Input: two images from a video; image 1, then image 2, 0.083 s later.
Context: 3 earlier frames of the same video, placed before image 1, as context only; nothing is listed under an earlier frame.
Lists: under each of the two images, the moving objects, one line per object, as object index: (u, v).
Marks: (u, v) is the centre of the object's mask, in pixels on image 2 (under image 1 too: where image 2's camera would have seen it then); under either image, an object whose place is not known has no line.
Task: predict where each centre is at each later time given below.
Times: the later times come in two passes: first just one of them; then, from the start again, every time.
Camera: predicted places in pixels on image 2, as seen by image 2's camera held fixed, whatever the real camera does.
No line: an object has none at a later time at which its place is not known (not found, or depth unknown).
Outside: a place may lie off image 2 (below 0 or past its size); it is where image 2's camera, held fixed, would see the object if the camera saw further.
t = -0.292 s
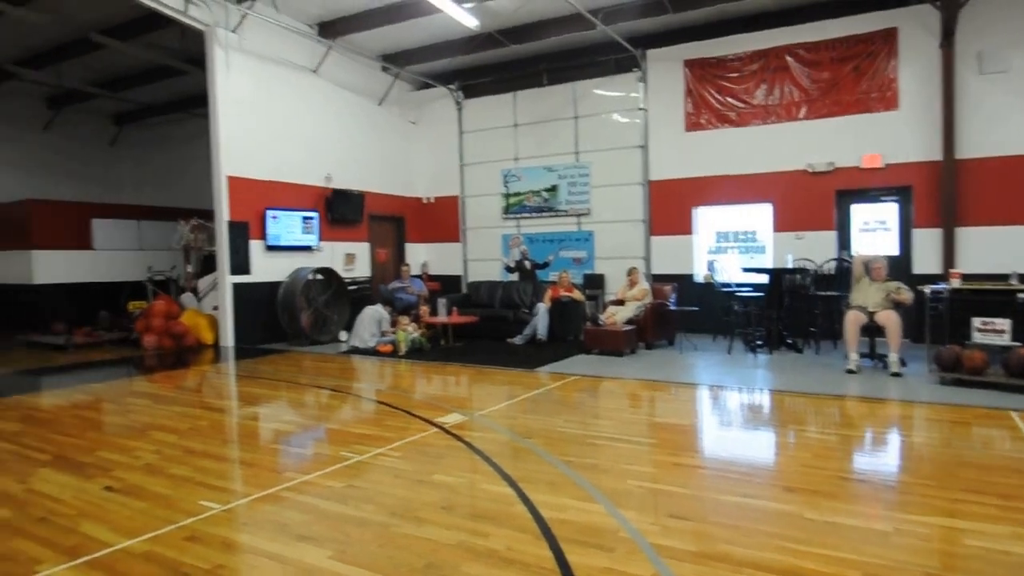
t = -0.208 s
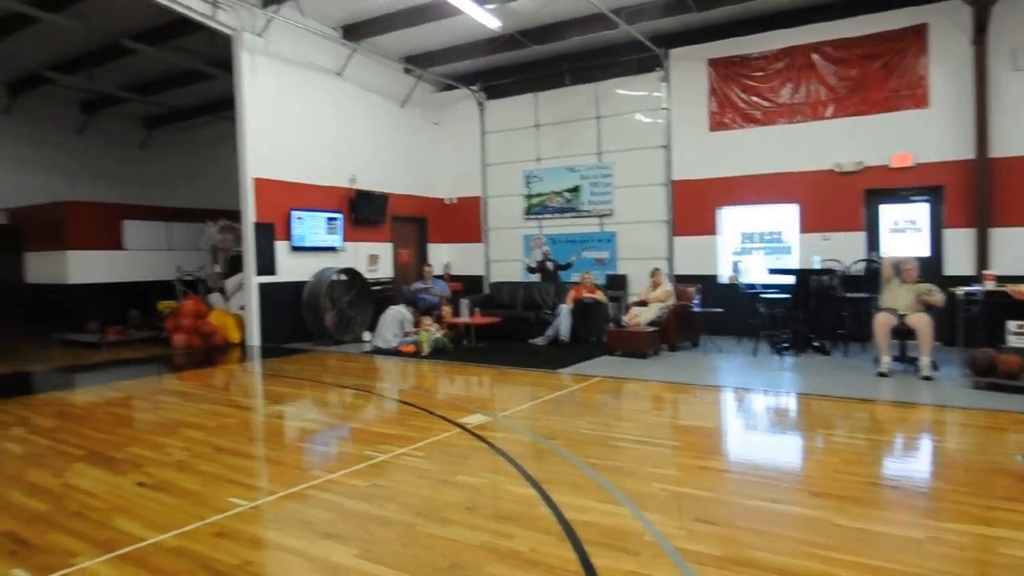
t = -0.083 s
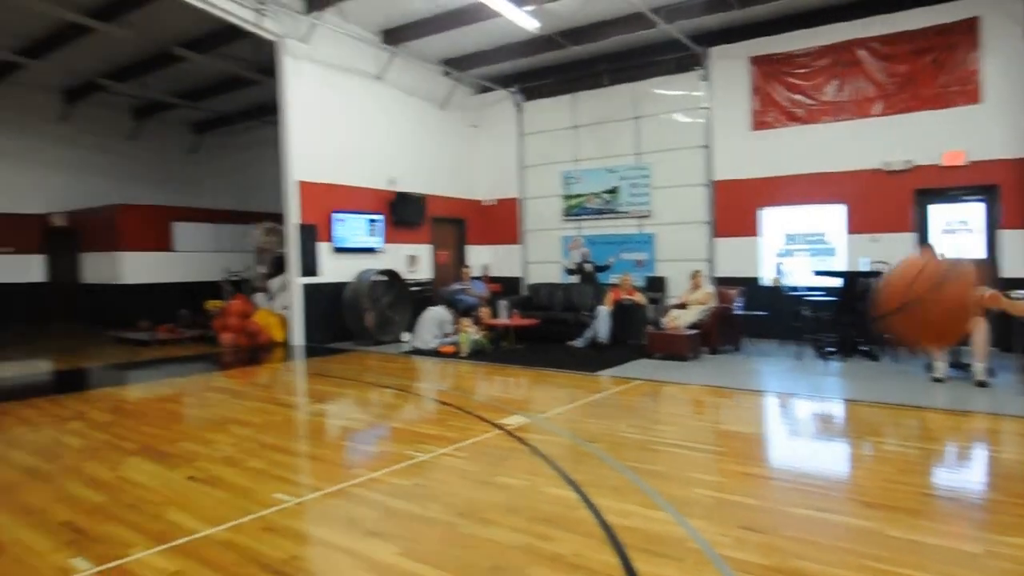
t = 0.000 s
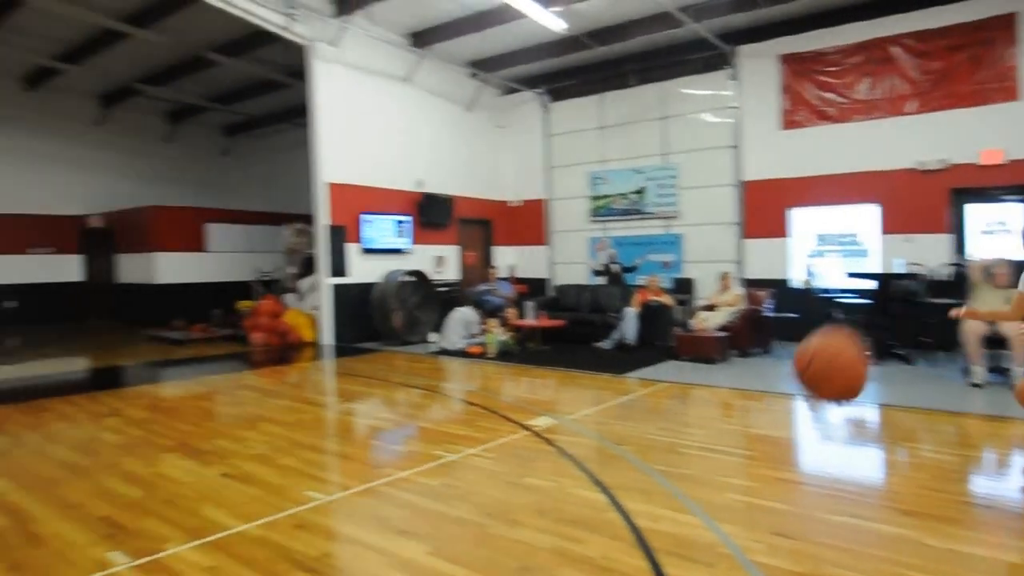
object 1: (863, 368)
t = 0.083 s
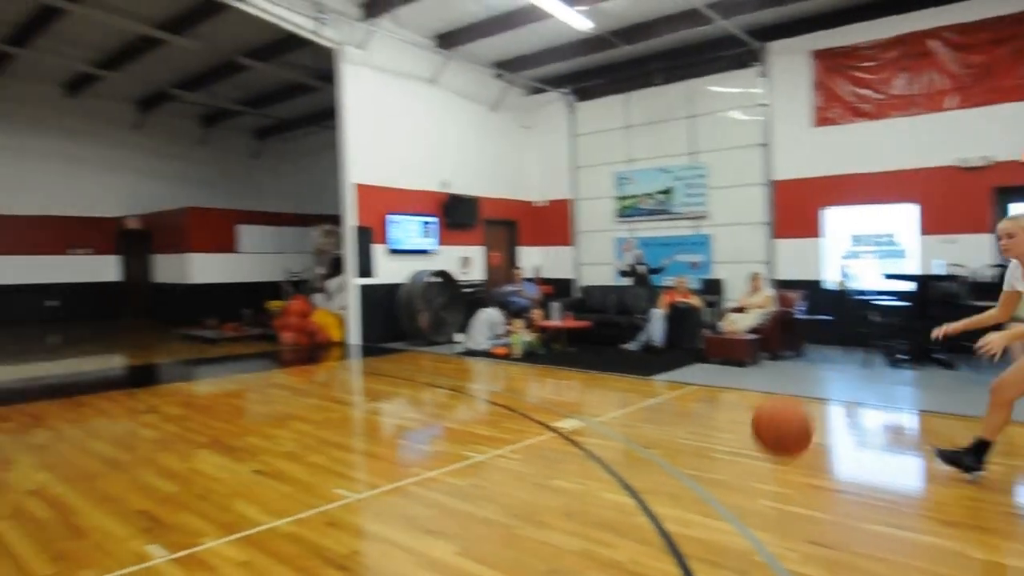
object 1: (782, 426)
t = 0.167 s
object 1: (725, 476)
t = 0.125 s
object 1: (750, 452)
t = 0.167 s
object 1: (725, 476)
